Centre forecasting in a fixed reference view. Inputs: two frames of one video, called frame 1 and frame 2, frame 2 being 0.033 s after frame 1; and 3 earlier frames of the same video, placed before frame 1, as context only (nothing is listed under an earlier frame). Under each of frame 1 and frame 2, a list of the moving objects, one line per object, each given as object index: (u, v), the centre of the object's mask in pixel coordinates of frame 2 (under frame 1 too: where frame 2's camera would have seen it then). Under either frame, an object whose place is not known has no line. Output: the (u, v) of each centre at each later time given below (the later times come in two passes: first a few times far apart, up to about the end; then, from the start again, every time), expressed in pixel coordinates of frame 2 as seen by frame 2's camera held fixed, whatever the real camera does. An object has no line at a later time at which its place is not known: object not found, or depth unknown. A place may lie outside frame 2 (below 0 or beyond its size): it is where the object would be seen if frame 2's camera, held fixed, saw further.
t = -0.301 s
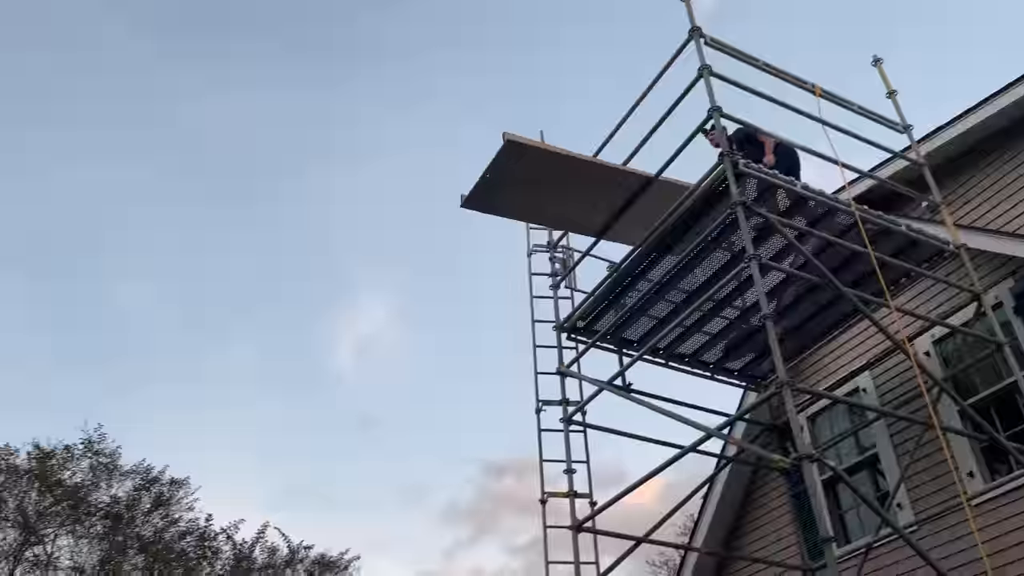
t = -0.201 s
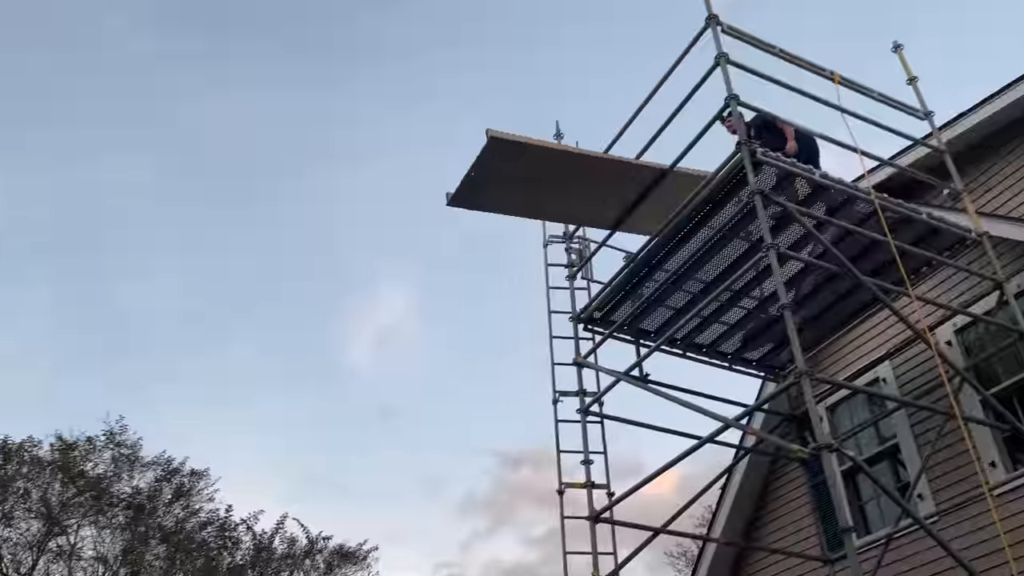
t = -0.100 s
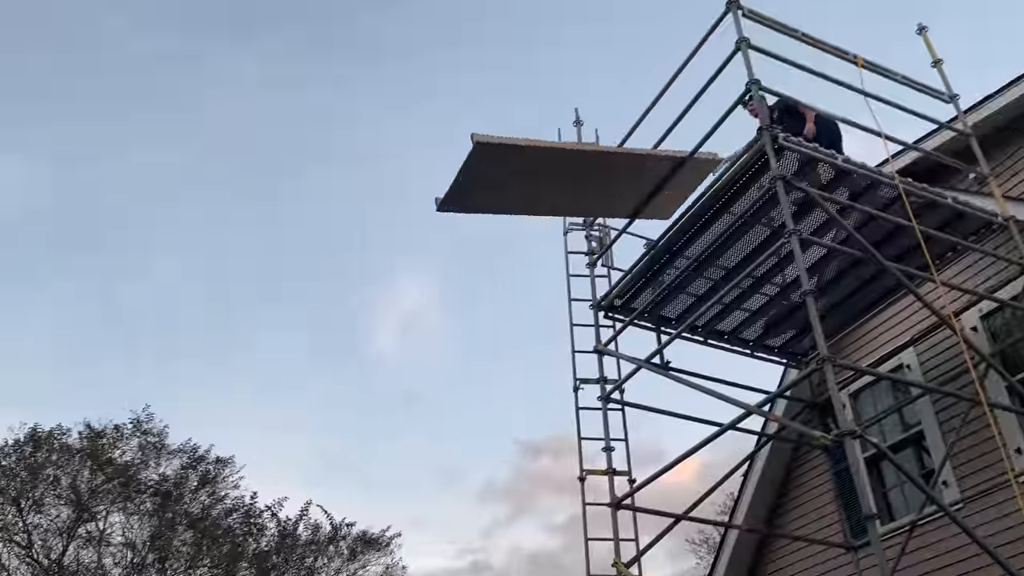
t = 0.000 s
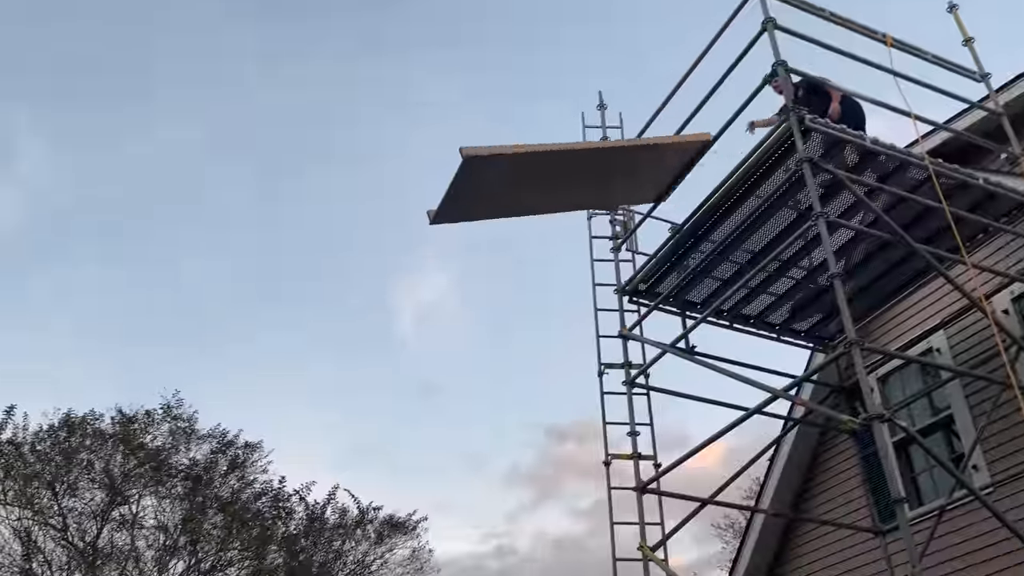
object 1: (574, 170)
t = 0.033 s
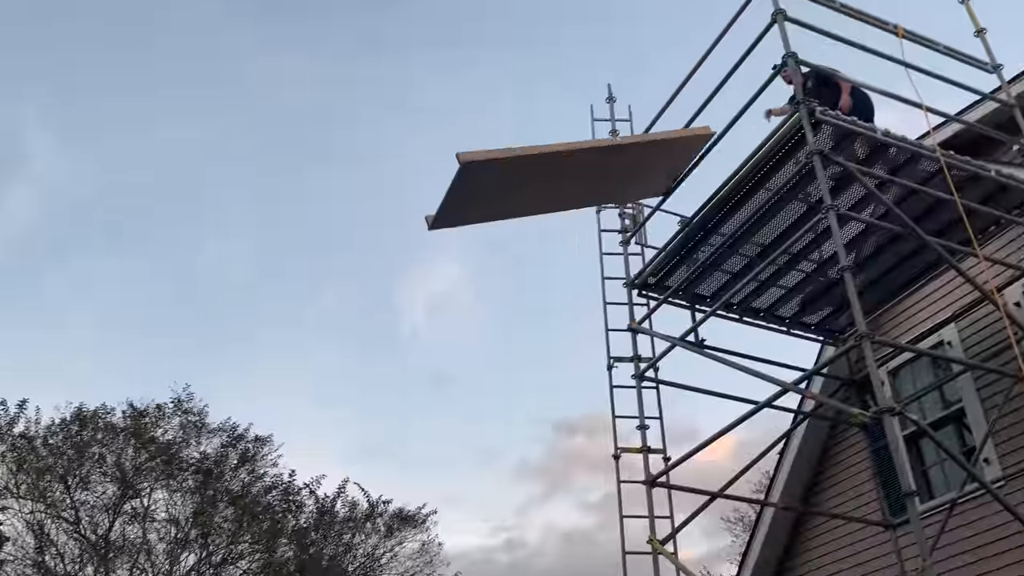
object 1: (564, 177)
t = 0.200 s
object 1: (509, 224)
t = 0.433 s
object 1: (412, 346)
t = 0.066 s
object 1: (554, 184)
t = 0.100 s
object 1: (543, 192)
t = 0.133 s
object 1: (531, 201)
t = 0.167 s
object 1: (520, 212)
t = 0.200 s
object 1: (509, 224)
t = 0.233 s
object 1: (495, 237)
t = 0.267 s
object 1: (483, 252)
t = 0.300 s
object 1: (469, 267)
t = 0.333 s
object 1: (456, 285)
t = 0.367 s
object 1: (442, 303)
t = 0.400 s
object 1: (428, 323)
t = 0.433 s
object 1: (412, 346)
